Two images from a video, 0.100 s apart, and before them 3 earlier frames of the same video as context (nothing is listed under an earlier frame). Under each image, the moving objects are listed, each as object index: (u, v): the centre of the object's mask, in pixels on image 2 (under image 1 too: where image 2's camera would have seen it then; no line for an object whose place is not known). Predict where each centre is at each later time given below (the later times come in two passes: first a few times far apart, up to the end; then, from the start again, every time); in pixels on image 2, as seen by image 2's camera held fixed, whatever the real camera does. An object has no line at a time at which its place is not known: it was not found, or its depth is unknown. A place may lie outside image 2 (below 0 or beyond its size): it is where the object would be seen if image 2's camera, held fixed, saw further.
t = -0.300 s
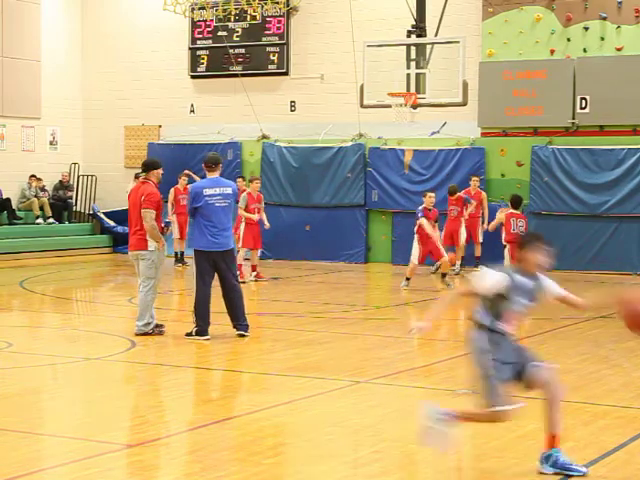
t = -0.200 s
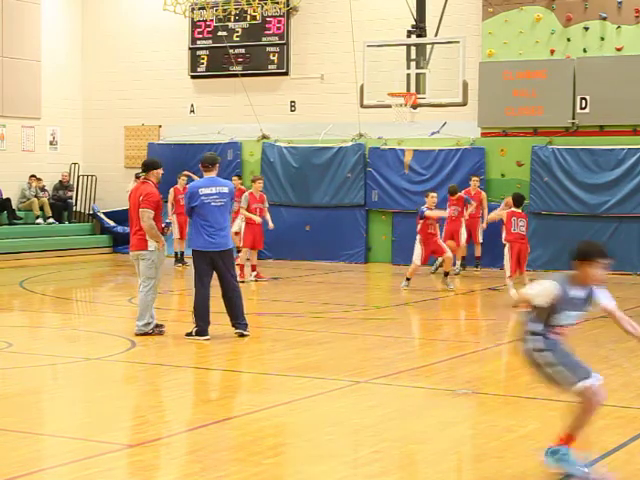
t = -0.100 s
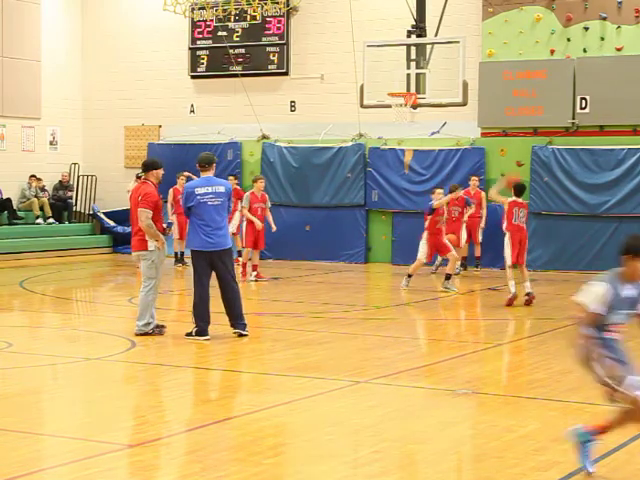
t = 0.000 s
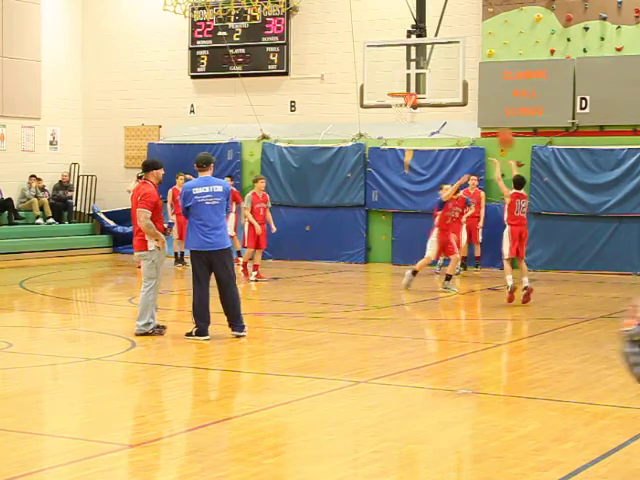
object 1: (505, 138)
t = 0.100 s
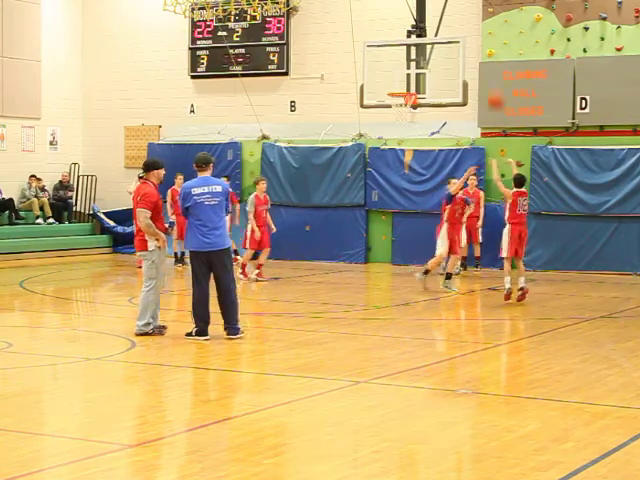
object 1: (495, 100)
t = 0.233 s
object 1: (481, 62)
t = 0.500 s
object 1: (456, 21)
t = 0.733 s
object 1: (436, 26)
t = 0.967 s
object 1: (417, 63)
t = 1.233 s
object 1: (399, 79)
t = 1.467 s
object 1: (383, 88)
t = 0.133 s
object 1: (491, 89)
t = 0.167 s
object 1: (488, 80)
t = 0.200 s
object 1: (485, 70)
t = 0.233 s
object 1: (481, 62)
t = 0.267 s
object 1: (478, 54)
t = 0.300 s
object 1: (475, 46)
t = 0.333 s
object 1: (471, 40)
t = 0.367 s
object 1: (468, 34)
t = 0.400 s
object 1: (465, 30)
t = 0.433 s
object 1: (462, 26)
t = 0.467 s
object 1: (459, 23)
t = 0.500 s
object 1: (456, 21)
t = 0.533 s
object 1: (453, 20)
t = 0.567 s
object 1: (450, 19)
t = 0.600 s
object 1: (447, 20)
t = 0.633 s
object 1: (444, 20)
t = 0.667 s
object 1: (441, 21)
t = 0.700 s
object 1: (439, 23)
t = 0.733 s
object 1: (436, 26)
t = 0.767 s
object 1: (433, 30)
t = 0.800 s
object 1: (429, 34)
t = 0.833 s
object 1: (427, 38)
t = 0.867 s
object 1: (424, 44)
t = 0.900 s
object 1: (421, 50)
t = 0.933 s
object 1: (419, 56)
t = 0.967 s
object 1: (417, 63)
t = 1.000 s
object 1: (413, 71)
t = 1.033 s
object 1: (410, 80)
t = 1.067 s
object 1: (408, 86)
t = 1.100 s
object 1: (407, 83)
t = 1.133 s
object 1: (404, 81)
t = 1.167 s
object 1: (402, 80)
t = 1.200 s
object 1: (401, 79)
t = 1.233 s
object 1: (399, 79)
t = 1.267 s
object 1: (397, 79)
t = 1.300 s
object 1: (395, 81)
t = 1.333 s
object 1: (393, 82)
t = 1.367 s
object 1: (391, 83)
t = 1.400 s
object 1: (388, 84)
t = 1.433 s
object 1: (385, 86)
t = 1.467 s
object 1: (383, 88)
